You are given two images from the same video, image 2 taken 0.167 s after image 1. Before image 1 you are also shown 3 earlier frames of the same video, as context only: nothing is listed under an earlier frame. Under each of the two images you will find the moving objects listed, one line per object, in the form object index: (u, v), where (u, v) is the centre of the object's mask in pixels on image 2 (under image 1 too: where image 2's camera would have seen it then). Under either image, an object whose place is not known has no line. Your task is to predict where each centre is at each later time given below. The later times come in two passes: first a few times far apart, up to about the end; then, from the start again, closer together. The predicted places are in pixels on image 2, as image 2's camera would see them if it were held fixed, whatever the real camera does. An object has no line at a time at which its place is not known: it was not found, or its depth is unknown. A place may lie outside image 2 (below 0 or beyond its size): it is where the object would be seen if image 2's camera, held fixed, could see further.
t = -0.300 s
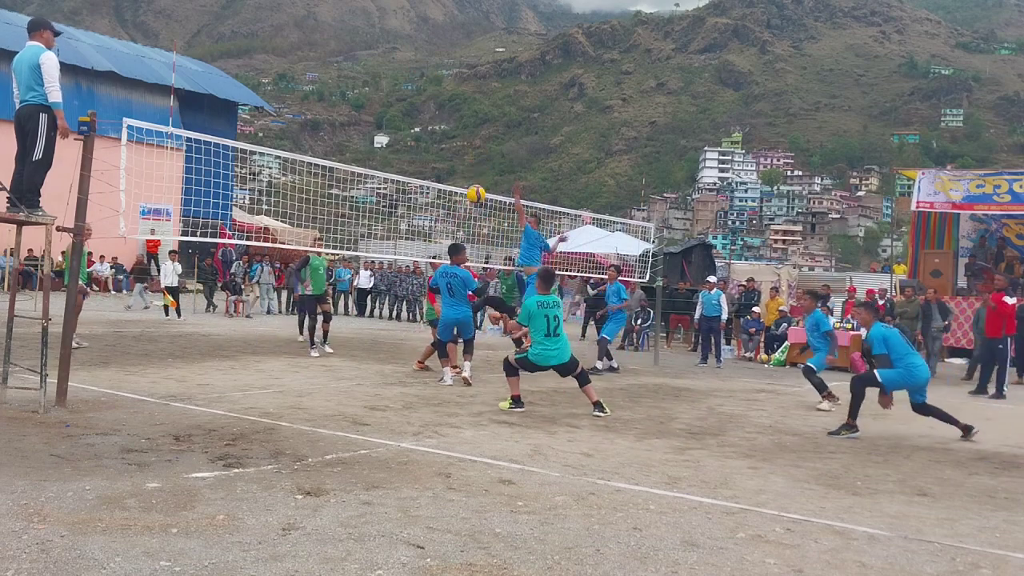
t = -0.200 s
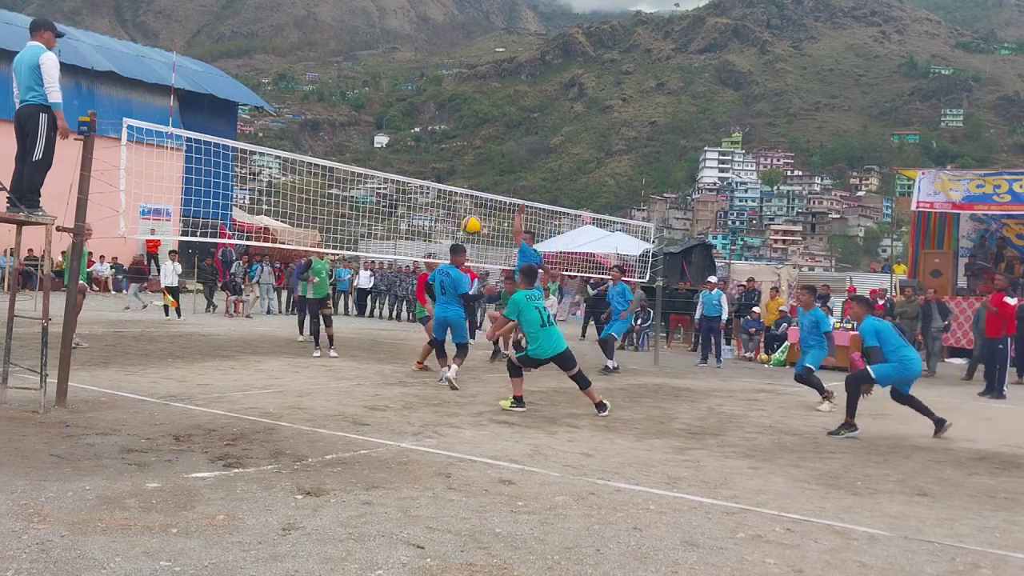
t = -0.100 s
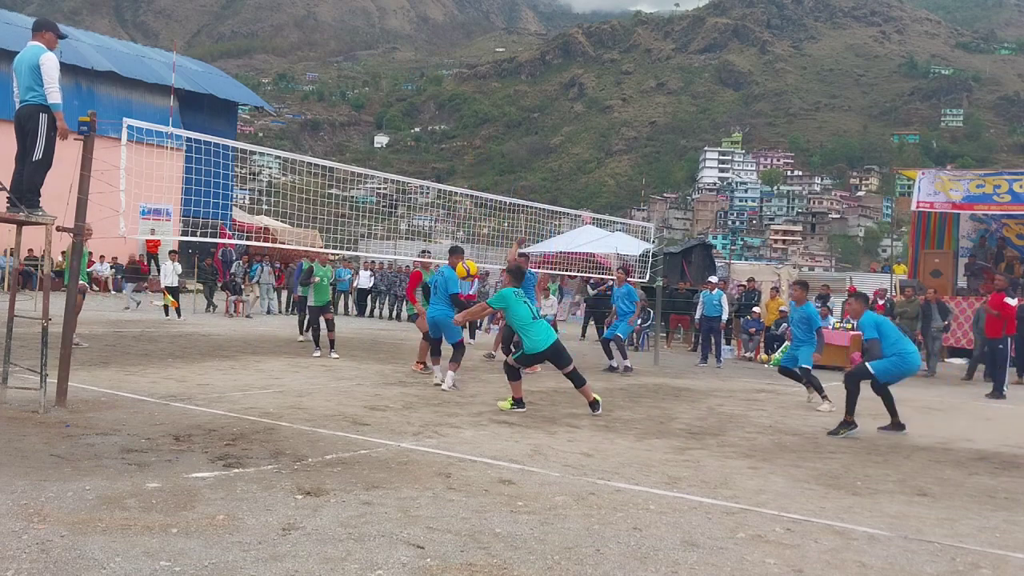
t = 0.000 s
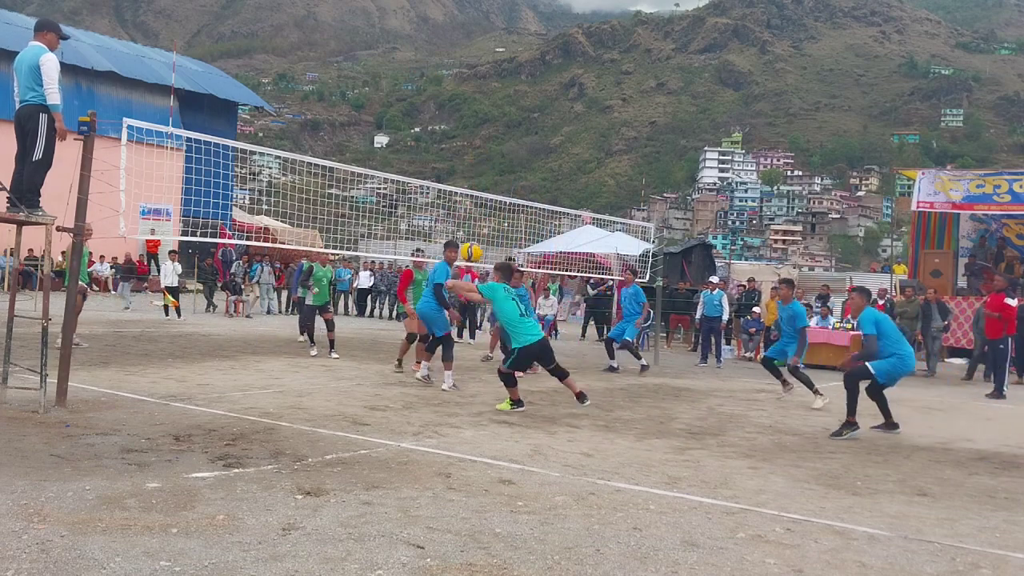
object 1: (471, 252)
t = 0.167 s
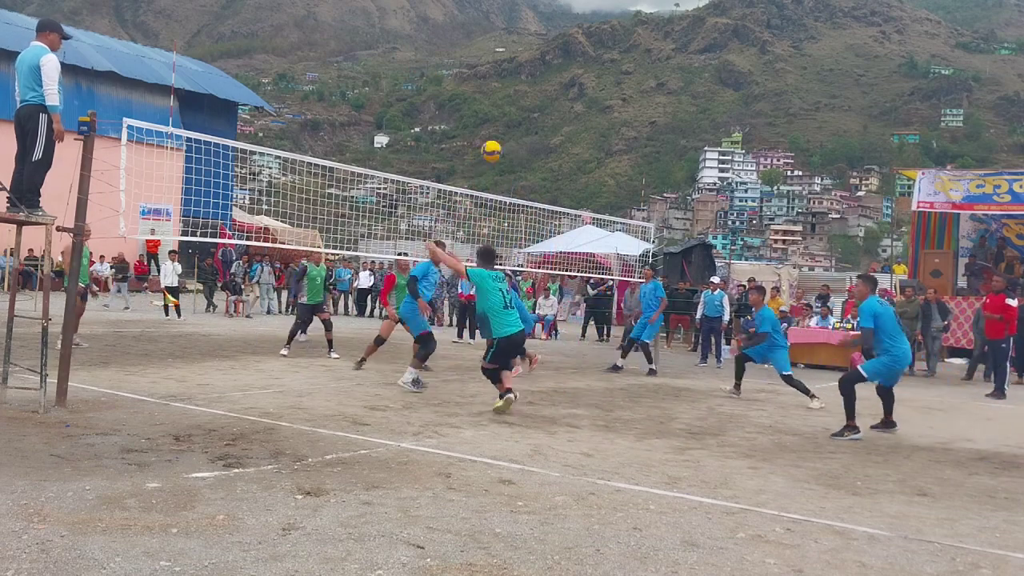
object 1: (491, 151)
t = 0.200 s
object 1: (495, 135)
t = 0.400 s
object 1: (515, 62)
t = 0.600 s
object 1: (532, 29)
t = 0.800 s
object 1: (546, 35)
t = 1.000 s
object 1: (556, 74)
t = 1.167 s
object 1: (561, 130)
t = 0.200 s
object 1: (495, 135)
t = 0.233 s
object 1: (499, 119)
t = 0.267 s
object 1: (502, 105)
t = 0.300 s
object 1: (505, 91)
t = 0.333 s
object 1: (509, 80)
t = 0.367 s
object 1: (513, 71)
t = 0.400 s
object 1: (515, 62)
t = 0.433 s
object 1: (519, 54)
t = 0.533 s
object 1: (527, 36)
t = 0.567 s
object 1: (530, 32)
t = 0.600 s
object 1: (532, 29)
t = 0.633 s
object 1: (535, 28)
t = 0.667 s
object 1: (537, 27)
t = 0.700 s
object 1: (540, 28)
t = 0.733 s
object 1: (541, 30)
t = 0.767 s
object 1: (544, 32)
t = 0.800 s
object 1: (546, 35)
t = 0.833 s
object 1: (548, 40)
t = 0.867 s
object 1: (549, 45)
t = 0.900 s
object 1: (551, 51)
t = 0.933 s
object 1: (553, 57)
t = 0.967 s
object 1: (554, 65)
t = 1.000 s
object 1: (556, 74)
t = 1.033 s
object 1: (558, 83)
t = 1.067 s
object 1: (559, 94)
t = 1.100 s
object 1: (559, 105)
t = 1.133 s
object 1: (560, 117)
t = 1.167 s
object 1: (561, 130)
